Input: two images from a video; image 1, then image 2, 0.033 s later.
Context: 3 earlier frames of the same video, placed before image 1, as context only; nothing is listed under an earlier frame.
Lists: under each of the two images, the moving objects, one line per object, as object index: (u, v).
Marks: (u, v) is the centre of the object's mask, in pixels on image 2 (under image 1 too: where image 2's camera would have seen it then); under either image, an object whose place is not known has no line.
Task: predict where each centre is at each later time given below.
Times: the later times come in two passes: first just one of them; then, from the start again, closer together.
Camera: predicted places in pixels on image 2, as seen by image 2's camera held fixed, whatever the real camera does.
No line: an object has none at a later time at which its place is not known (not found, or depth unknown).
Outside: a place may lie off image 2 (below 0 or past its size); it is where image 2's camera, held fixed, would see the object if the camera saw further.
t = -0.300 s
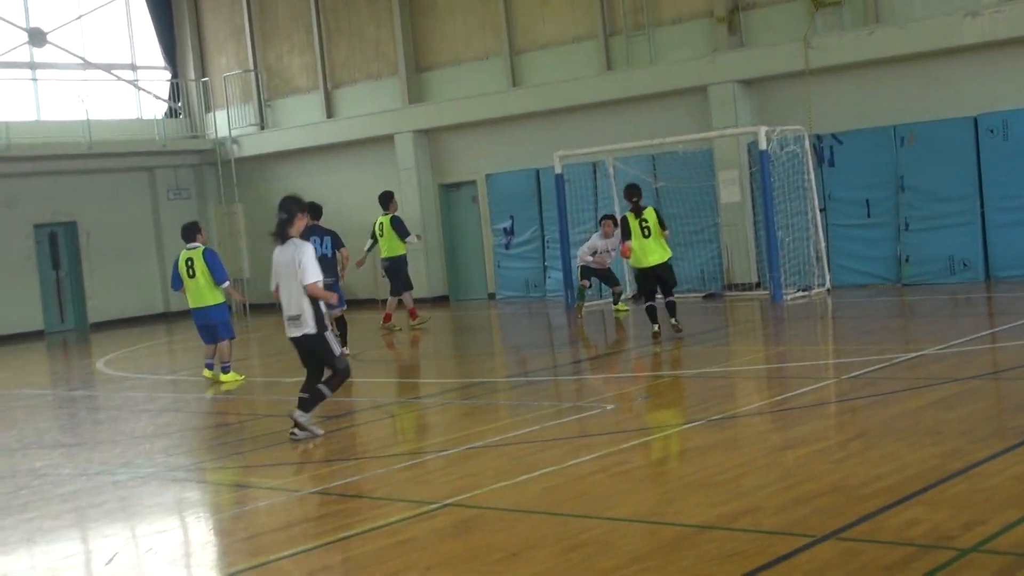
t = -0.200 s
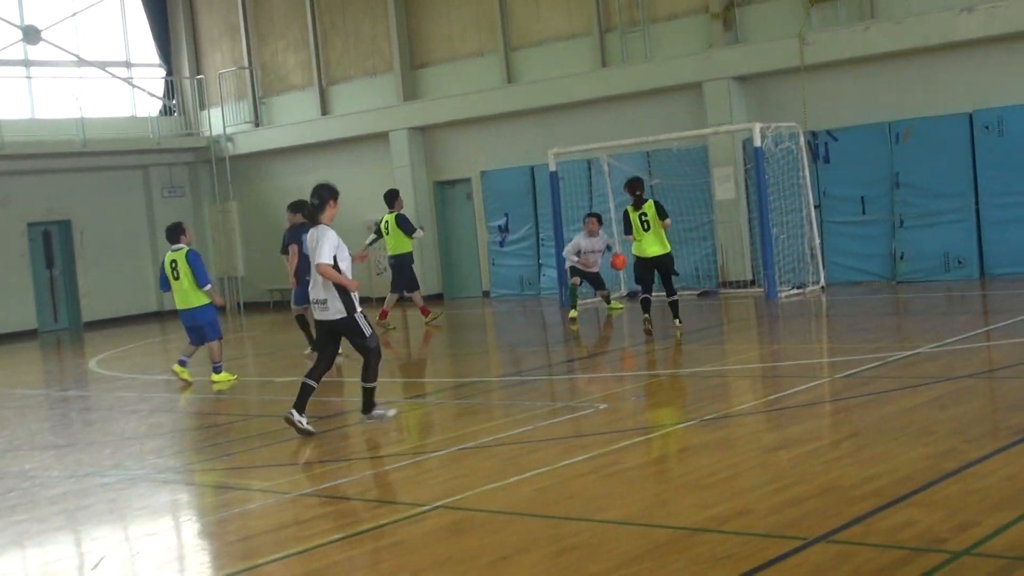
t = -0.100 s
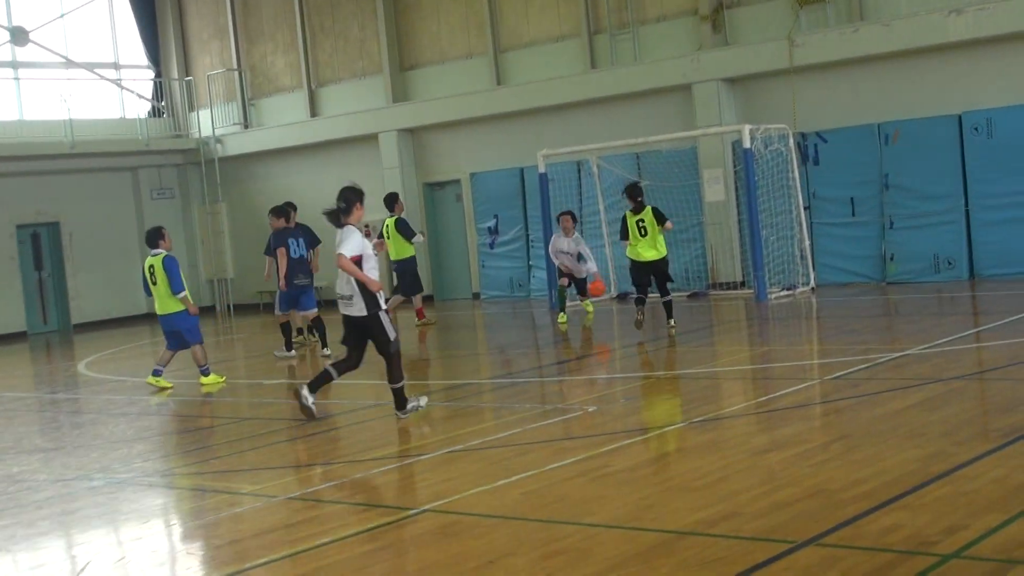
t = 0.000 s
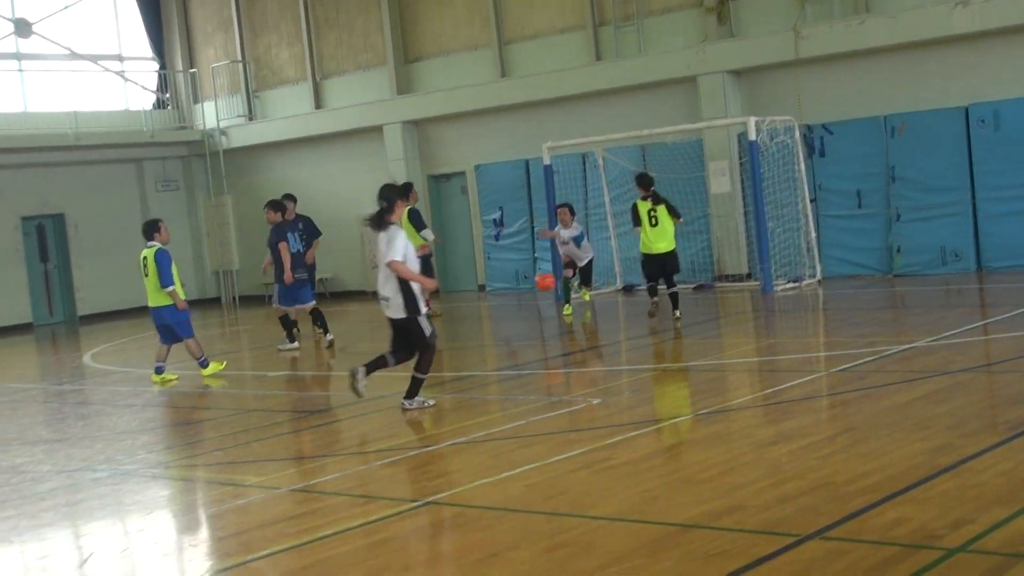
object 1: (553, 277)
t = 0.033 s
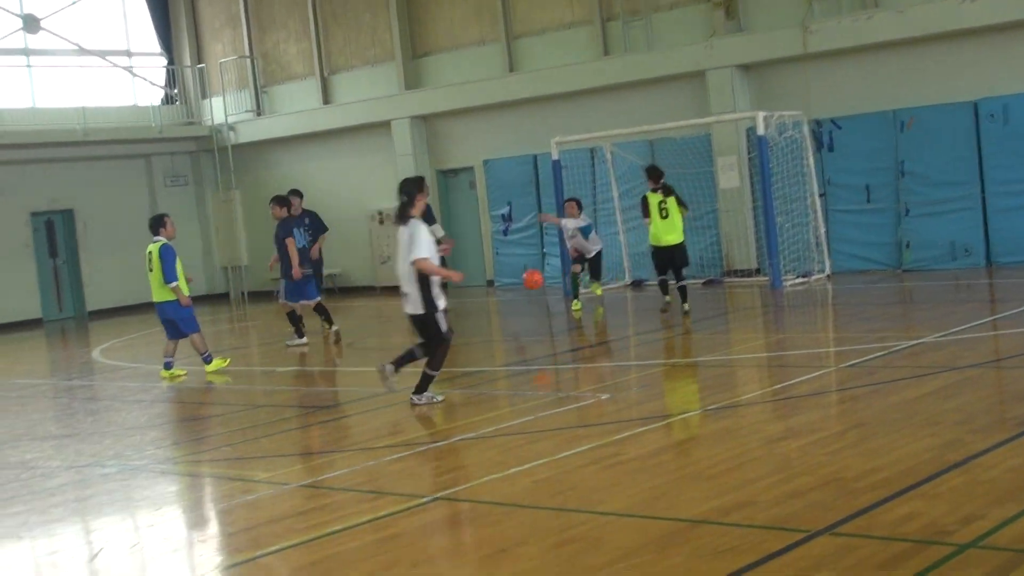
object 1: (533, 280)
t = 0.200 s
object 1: (415, 314)
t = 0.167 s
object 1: (441, 304)
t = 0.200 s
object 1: (415, 314)
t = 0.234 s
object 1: (387, 328)
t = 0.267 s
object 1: (358, 342)
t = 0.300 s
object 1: (327, 360)
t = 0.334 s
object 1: (293, 381)
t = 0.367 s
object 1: (258, 398)
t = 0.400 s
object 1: (224, 401)
